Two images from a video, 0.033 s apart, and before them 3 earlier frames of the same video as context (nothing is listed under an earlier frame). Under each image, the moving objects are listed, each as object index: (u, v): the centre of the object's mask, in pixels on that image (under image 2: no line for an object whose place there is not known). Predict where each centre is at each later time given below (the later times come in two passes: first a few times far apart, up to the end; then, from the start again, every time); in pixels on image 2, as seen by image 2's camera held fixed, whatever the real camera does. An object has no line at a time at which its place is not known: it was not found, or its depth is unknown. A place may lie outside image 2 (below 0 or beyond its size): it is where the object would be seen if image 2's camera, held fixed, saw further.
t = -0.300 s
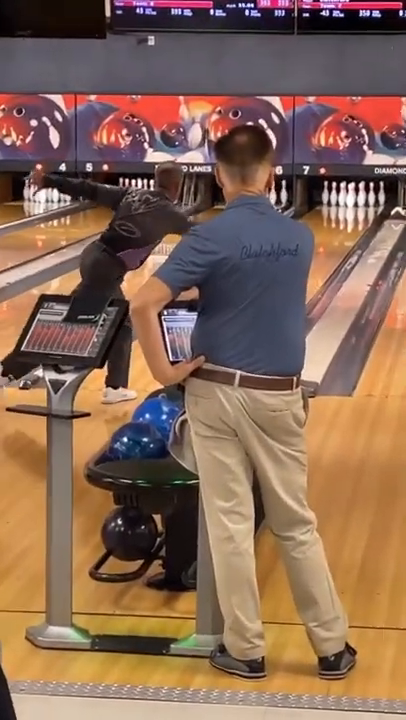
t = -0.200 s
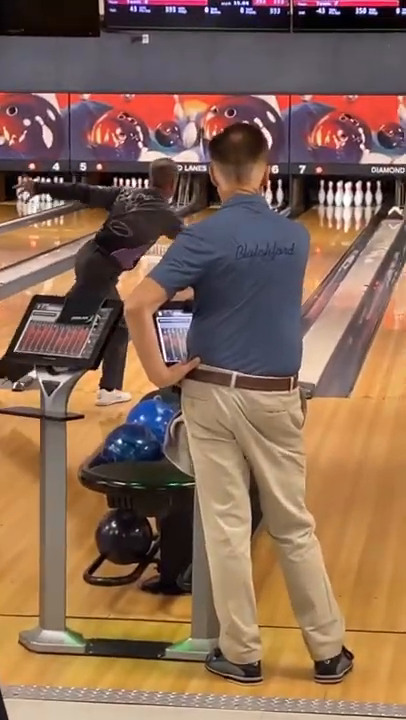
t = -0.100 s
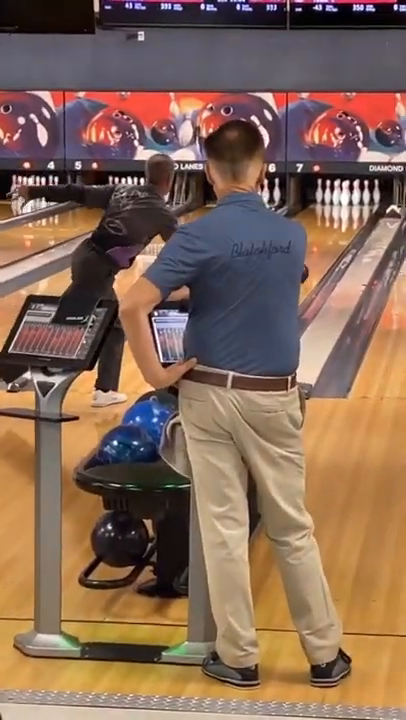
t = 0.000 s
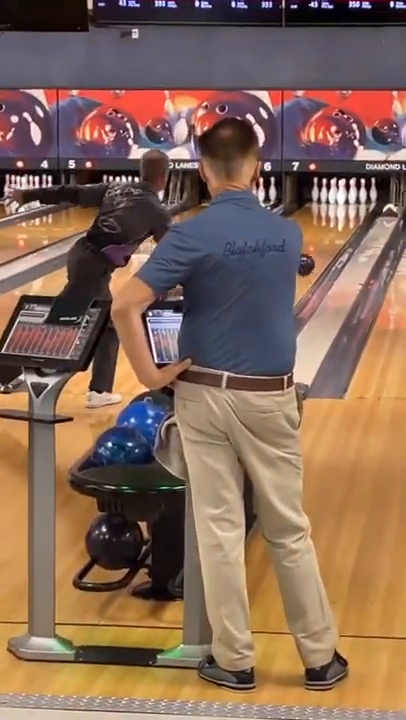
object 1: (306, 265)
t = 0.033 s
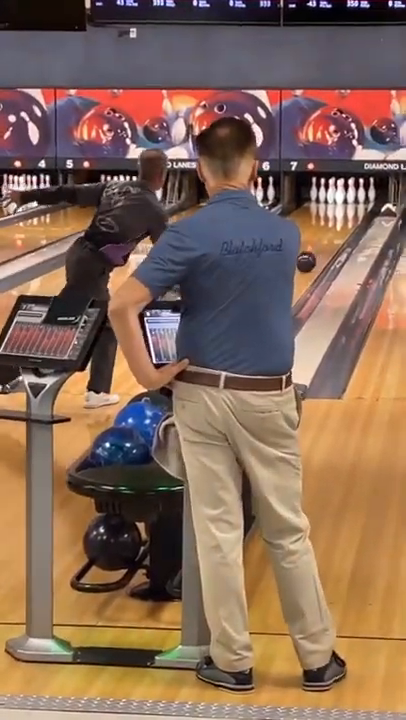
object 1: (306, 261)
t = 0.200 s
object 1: (318, 250)
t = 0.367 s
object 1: (331, 241)
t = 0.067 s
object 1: (308, 260)
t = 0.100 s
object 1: (311, 257)
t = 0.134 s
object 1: (313, 255)
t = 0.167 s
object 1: (315, 253)
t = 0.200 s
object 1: (318, 250)
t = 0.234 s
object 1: (320, 248)
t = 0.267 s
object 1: (323, 246)
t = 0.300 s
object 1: (325, 244)
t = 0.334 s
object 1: (328, 242)
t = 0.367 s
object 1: (331, 241)
